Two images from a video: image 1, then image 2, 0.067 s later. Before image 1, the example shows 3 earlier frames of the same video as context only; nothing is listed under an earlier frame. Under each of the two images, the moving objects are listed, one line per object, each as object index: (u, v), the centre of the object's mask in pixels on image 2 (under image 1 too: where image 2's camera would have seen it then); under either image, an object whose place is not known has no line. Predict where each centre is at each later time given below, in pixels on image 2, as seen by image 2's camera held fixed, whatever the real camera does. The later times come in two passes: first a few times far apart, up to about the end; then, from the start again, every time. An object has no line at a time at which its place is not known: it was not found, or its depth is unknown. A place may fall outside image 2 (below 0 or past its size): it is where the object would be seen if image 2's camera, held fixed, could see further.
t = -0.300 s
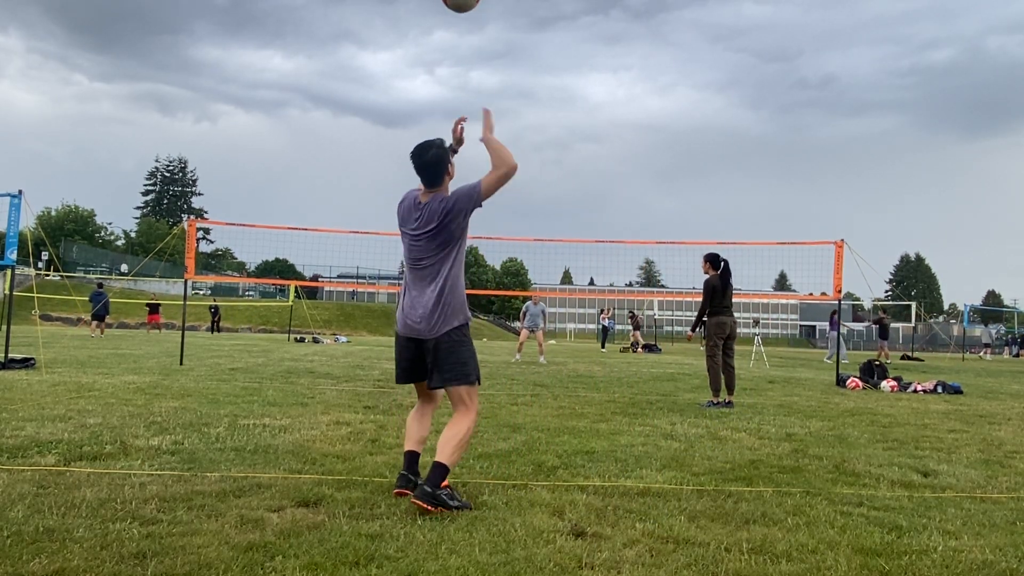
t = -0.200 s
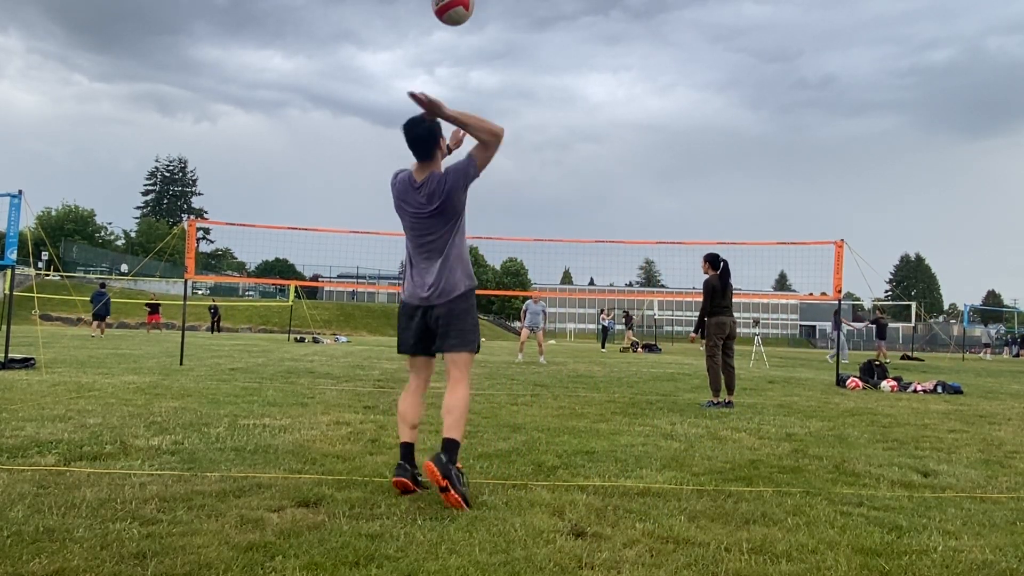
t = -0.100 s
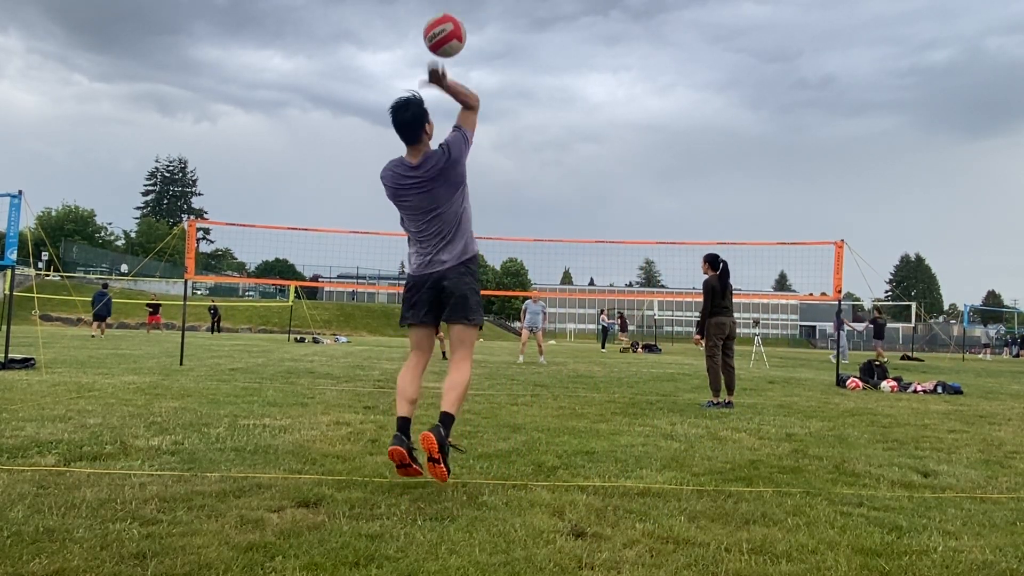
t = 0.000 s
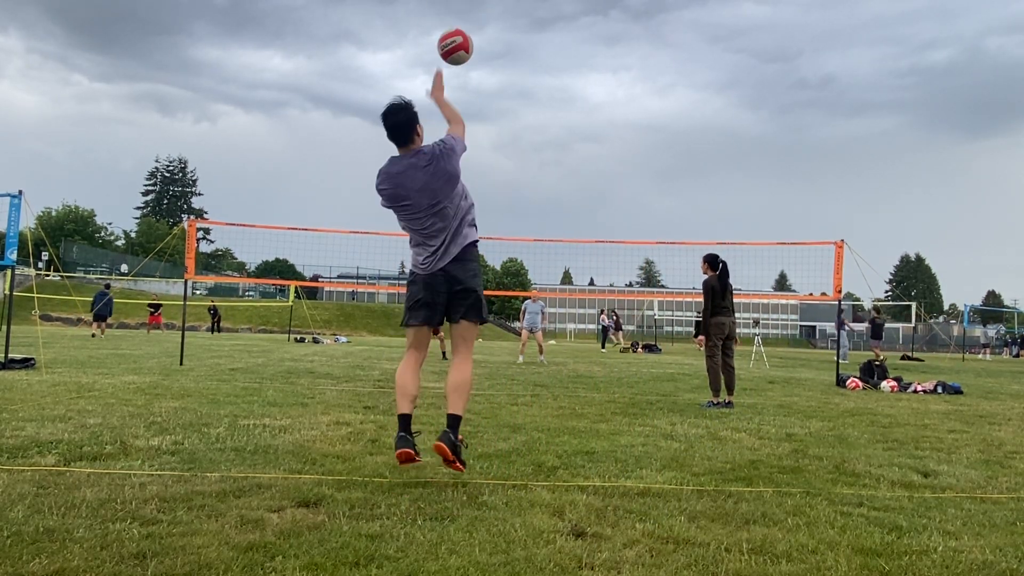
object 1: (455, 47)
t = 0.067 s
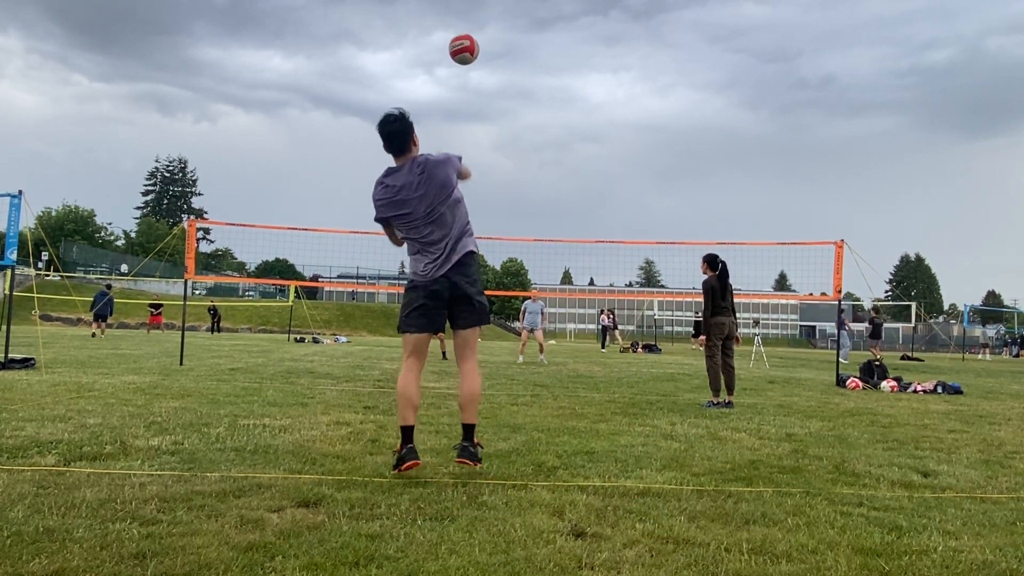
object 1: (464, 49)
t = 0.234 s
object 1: (472, 75)
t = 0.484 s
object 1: (467, 132)
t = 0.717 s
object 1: (463, 186)
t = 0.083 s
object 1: (465, 51)
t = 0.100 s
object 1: (467, 52)
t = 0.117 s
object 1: (468, 54)
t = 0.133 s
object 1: (469, 57)
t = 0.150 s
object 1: (470, 59)
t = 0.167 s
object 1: (471, 62)
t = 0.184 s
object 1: (471, 65)
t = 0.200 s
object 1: (472, 68)
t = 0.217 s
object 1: (472, 71)
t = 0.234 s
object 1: (472, 75)
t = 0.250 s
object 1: (472, 78)
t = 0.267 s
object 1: (472, 82)
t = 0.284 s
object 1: (472, 85)
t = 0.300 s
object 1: (472, 89)
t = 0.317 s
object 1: (472, 93)
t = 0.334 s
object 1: (472, 97)
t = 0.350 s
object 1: (471, 101)
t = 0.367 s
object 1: (471, 105)
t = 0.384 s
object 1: (470, 109)
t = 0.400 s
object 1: (470, 113)
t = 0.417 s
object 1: (469, 116)
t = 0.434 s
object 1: (469, 120)
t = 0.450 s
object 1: (468, 124)
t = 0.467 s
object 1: (468, 128)
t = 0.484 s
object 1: (467, 132)
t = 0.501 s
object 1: (467, 136)
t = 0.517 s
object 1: (466, 139)
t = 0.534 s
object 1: (466, 143)
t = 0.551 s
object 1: (466, 147)
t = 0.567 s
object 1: (465, 151)
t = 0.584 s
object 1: (465, 154)
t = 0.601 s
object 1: (465, 158)
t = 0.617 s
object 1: (465, 162)
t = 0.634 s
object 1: (465, 166)
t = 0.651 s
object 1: (464, 170)
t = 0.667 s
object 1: (464, 174)
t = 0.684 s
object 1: (464, 178)
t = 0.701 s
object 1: (464, 182)
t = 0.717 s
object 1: (463, 186)
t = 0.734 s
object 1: (463, 190)
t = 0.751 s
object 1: (463, 195)
